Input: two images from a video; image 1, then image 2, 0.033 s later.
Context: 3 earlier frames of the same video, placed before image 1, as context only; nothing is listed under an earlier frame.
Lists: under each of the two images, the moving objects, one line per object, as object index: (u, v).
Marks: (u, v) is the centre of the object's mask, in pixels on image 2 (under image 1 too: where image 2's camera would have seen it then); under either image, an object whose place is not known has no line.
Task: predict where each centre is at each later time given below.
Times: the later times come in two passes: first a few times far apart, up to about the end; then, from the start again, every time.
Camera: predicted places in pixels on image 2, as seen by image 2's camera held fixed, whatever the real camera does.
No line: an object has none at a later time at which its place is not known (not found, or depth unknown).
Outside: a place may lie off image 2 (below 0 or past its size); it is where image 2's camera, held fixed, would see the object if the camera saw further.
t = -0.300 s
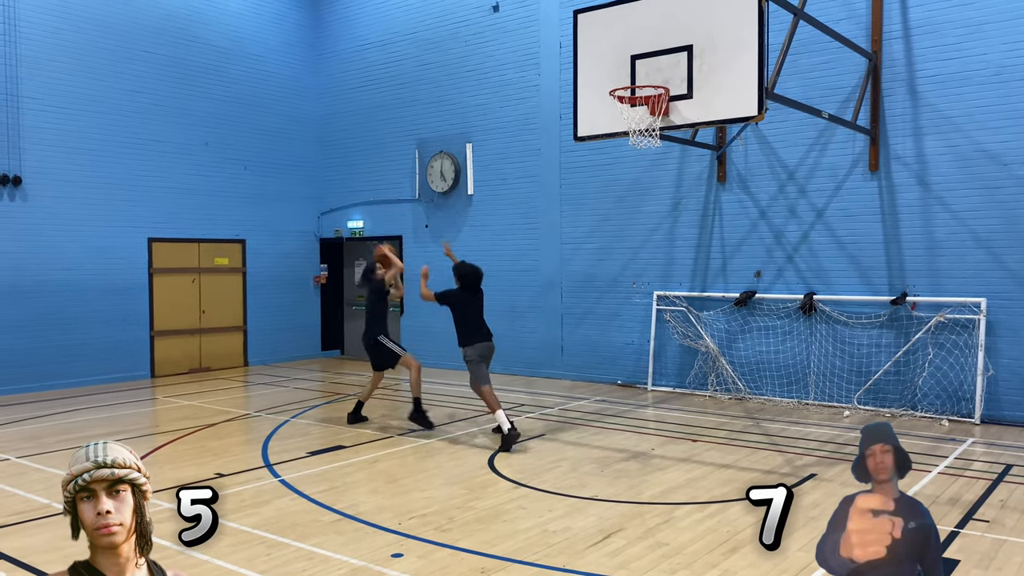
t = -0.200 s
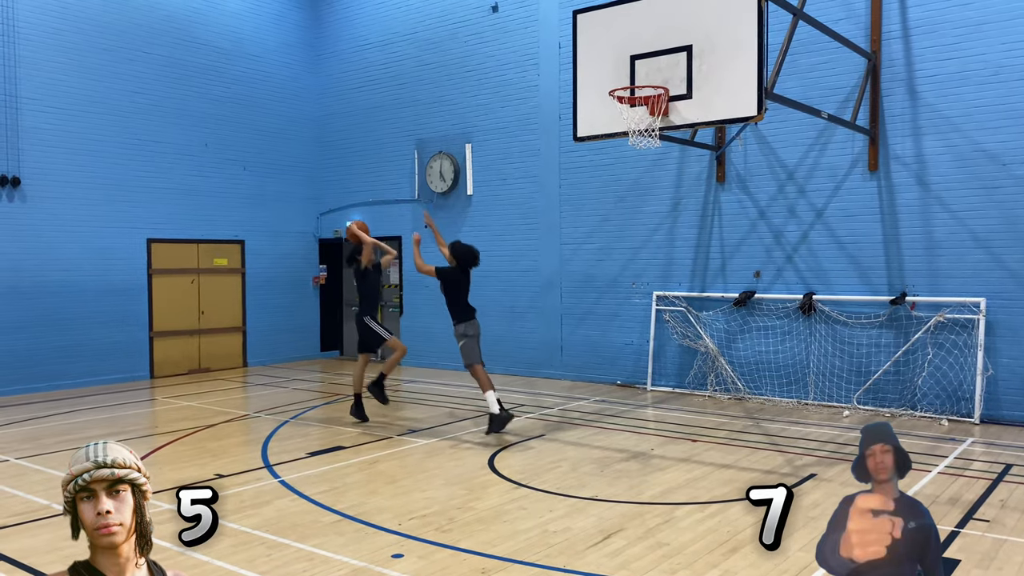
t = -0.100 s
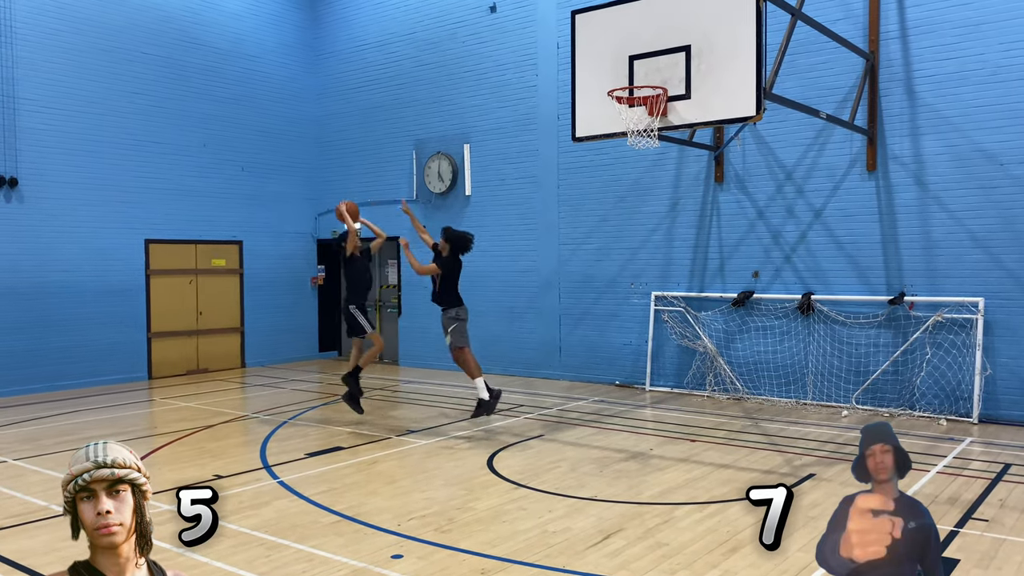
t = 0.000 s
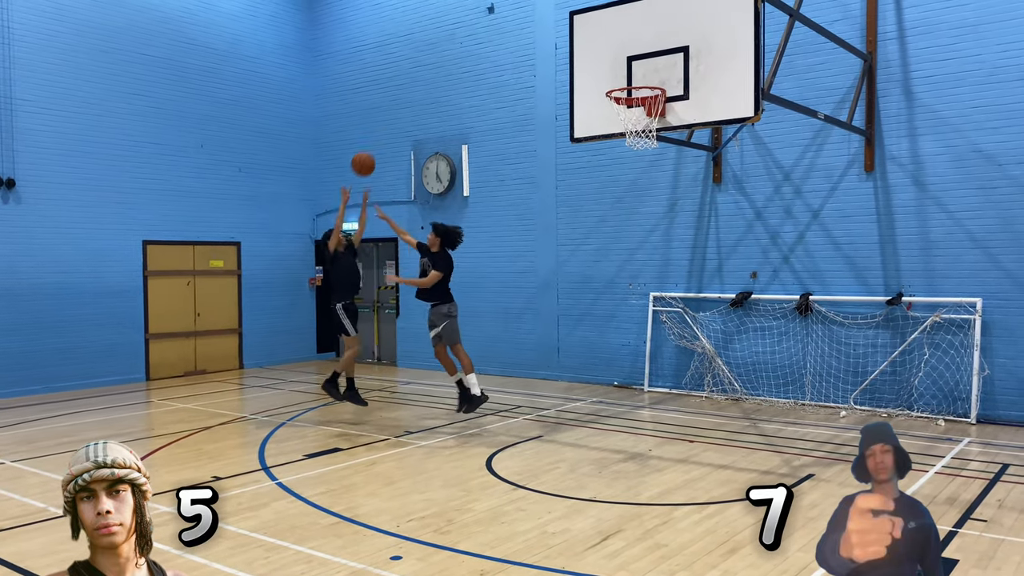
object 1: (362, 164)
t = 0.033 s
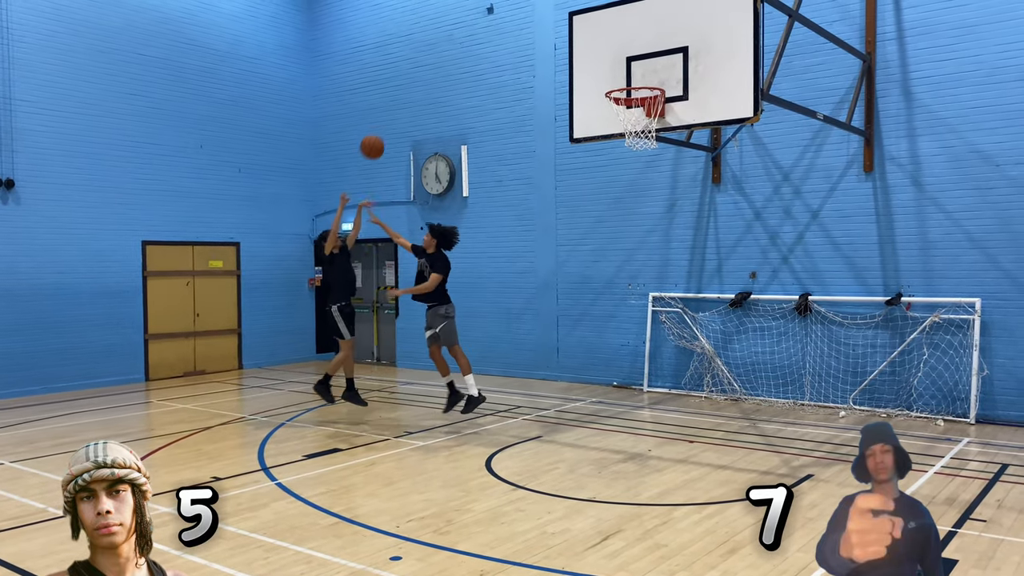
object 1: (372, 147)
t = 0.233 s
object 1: (432, 61)
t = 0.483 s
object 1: (515, 3)
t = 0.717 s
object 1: (601, 9)
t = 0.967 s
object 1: (704, 87)
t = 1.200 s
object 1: (810, 236)
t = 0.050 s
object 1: (377, 138)
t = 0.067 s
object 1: (382, 130)
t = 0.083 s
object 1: (386, 122)
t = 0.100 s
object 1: (392, 114)
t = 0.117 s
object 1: (397, 107)
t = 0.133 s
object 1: (402, 100)
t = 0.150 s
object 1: (407, 93)
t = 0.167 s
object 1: (412, 86)
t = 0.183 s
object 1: (417, 79)
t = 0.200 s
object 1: (422, 73)
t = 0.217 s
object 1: (427, 67)
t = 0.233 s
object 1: (432, 61)
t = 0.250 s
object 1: (438, 55)
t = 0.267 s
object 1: (443, 50)
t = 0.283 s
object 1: (448, 45)
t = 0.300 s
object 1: (454, 40)
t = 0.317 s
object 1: (459, 35)
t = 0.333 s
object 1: (464, 31)
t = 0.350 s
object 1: (470, 27)
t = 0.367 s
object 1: (476, 23)
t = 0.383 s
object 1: (481, 19)
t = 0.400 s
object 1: (486, 16)
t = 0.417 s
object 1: (492, 13)
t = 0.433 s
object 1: (498, 10)
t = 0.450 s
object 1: (504, 8)
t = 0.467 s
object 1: (509, 5)
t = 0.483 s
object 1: (515, 3)
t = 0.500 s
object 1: (521, 2)
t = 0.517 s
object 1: (527, 1)
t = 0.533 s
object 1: (533, 1)
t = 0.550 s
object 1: (539, 0)
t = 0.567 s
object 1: (545, 0)
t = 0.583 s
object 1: (551, -1)
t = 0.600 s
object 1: (557, 0)
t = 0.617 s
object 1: (563, 0)
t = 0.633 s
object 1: (569, 0)
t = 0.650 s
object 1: (576, 1)
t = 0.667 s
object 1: (582, 3)
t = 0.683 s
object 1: (588, 4)
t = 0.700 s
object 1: (594, 7)
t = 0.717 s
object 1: (601, 9)
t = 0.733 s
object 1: (608, 12)
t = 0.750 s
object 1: (614, 15)
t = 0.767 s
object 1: (621, 18)
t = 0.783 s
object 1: (628, 22)
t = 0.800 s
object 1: (634, 26)
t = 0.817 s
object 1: (641, 31)
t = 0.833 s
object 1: (648, 35)
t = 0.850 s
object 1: (655, 41)
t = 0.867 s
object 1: (661, 46)
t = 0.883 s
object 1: (668, 52)
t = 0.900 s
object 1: (676, 58)
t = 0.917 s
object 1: (682, 65)
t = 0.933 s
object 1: (690, 72)
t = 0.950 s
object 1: (697, 79)
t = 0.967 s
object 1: (704, 87)
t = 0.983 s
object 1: (711, 95)
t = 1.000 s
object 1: (718, 103)
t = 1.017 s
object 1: (726, 112)
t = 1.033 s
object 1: (733, 122)
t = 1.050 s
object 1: (741, 132)
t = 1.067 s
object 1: (748, 141)
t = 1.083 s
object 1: (756, 152)
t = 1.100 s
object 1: (763, 163)
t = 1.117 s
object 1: (771, 174)
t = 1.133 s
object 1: (779, 186)
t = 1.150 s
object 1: (786, 198)
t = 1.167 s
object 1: (794, 210)
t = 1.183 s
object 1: (802, 224)
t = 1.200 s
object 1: (810, 236)
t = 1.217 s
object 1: (818, 250)
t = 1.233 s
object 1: (827, 264)
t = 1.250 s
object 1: (835, 279)
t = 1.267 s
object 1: (843, 294)
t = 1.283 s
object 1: (852, 310)
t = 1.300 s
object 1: (861, 325)
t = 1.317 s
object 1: (869, 342)
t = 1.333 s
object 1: (877, 358)
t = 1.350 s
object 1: (887, 376)
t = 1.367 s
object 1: (894, 394)
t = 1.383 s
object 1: (903, 412)
